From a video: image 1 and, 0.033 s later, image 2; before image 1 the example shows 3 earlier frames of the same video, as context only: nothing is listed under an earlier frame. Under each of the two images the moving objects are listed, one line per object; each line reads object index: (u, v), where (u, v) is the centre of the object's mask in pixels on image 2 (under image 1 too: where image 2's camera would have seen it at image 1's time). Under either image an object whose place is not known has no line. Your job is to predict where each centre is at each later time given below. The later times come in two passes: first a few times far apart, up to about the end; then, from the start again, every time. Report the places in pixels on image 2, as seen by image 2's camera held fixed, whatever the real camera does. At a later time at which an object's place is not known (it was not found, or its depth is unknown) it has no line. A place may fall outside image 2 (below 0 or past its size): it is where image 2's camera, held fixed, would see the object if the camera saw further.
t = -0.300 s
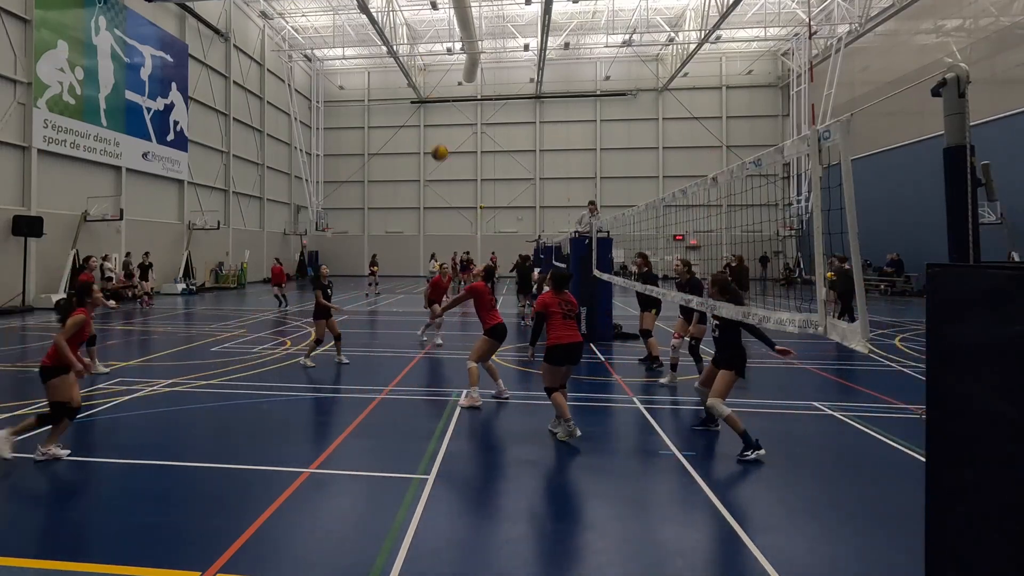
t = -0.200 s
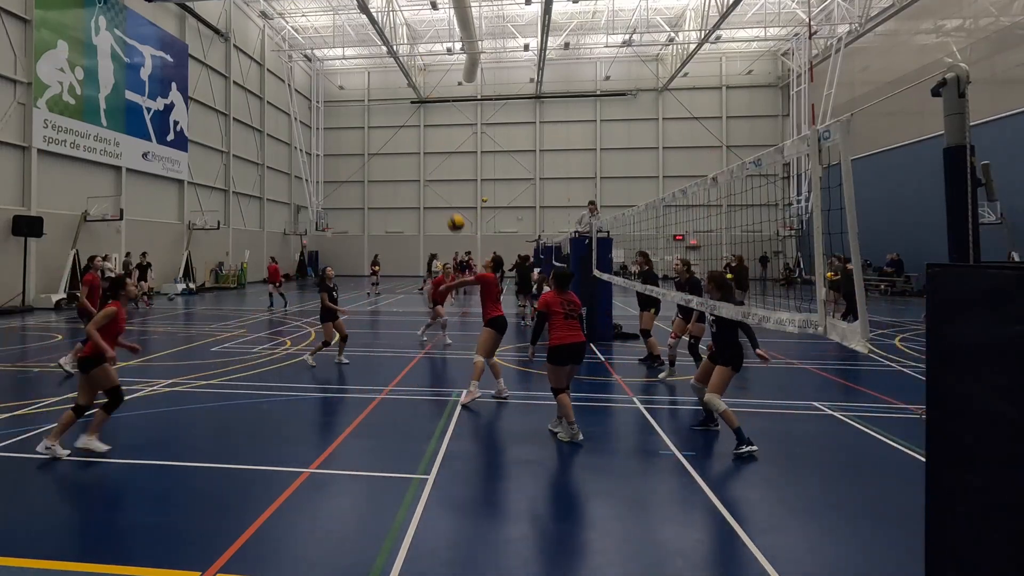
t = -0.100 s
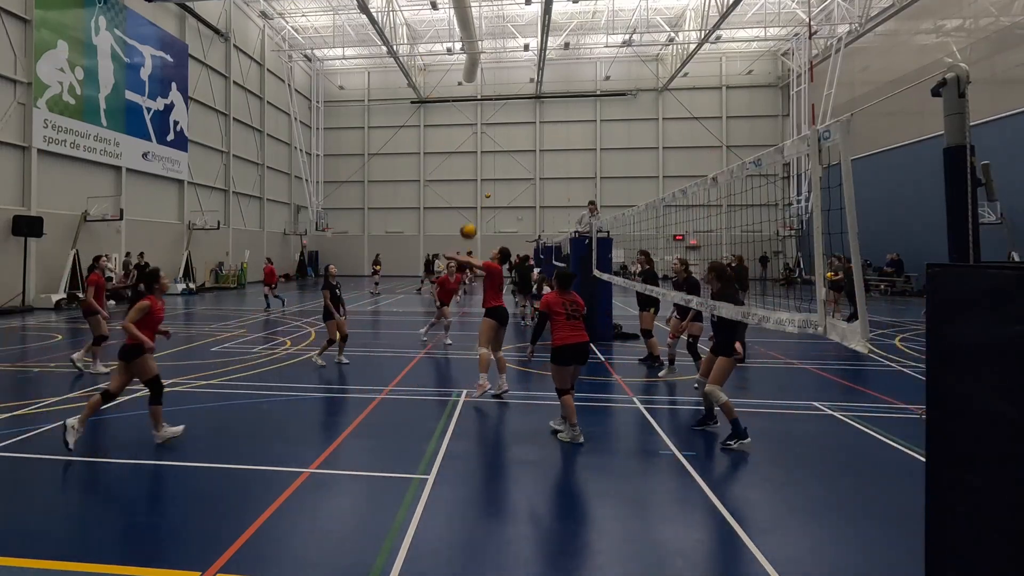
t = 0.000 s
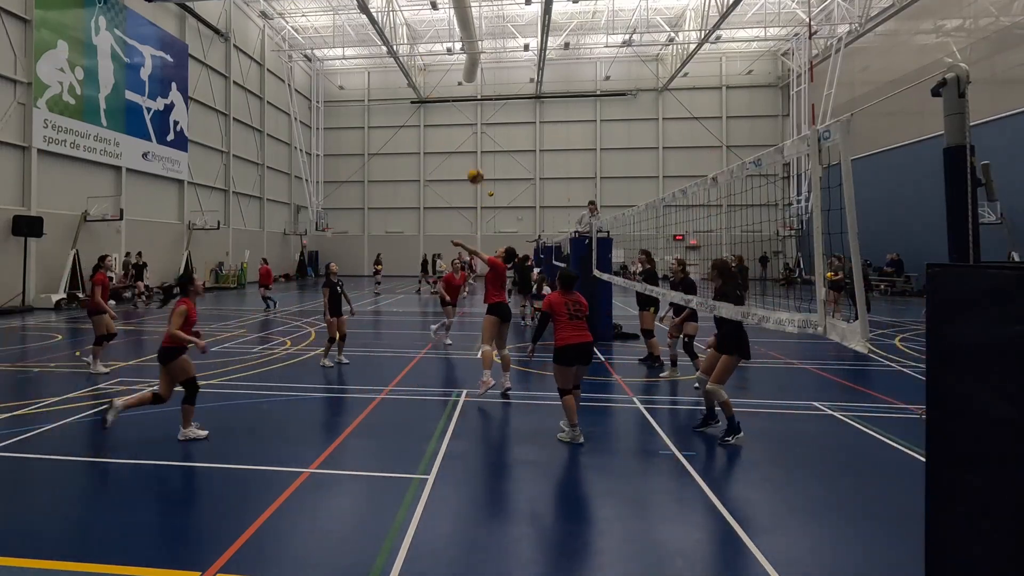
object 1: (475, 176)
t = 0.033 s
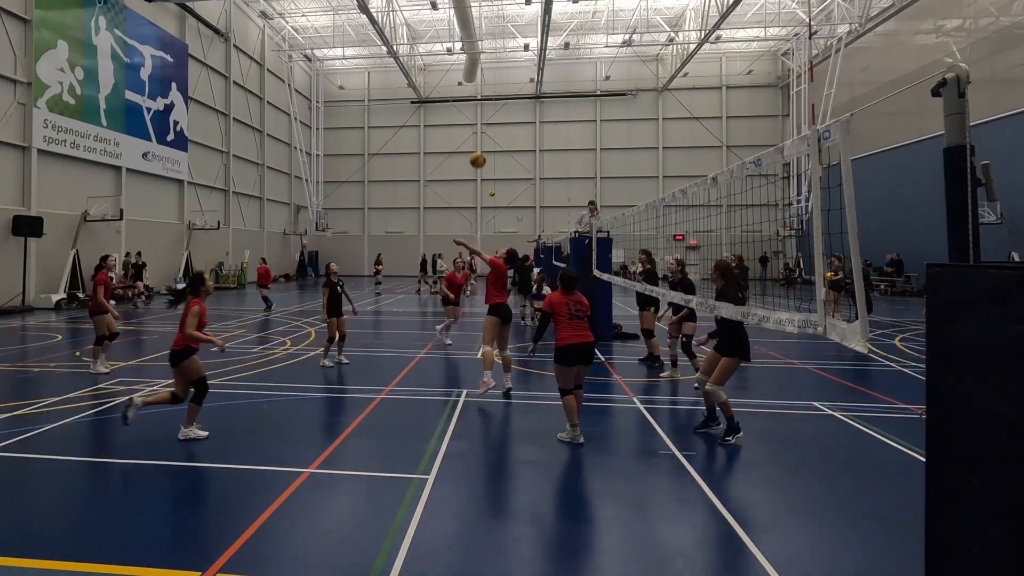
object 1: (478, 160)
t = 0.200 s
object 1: (488, 100)
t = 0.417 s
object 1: (501, 60)
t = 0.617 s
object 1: (511, 53)
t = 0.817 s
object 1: (520, 72)
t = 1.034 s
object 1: (528, 116)
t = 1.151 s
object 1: (532, 148)
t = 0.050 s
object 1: (479, 153)
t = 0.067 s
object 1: (480, 146)
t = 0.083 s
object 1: (481, 139)
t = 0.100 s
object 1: (482, 133)
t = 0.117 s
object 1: (484, 127)
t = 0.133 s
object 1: (485, 120)
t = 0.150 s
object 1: (486, 115)
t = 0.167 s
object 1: (487, 109)
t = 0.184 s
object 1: (488, 105)
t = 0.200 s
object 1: (488, 100)
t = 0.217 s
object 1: (489, 95)
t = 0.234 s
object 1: (491, 91)
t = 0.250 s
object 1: (492, 87)
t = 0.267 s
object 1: (493, 83)
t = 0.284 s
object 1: (494, 80)
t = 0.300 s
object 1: (495, 76)
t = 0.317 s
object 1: (495, 73)
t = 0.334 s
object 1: (496, 70)
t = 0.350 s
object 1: (497, 68)
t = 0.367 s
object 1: (498, 65)
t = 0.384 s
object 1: (499, 63)
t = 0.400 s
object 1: (500, 61)
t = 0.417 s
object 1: (501, 60)
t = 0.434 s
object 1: (502, 58)
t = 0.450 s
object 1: (503, 56)
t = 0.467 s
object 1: (504, 56)
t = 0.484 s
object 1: (505, 54)
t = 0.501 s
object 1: (505, 54)
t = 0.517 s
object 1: (506, 53)
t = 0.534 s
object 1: (507, 53)
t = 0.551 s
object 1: (508, 52)
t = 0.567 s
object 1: (509, 52)
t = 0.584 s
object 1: (509, 52)
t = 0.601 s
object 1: (510, 53)
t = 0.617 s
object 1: (511, 53)
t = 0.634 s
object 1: (512, 54)
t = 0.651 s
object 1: (513, 55)
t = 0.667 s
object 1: (513, 56)
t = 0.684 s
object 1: (514, 57)
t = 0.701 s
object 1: (515, 58)
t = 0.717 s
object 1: (515, 59)
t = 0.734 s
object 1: (516, 61)
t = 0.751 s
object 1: (517, 63)
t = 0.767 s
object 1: (518, 65)
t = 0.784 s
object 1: (518, 67)
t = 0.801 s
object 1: (519, 70)
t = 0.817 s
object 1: (520, 72)
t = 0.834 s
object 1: (521, 75)
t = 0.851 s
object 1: (521, 77)
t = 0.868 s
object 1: (522, 80)
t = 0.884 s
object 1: (523, 83)
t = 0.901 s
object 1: (523, 86)
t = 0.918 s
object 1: (524, 89)
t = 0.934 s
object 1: (524, 93)
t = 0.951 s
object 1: (525, 97)
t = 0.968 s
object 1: (526, 100)
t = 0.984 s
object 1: (526, 104)
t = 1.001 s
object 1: (527, 108)
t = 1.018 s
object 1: (527, 112)
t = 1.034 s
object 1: (528, 116)
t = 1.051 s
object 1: (529, 121)
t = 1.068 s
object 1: (530, 125)
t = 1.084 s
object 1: (530, 129)
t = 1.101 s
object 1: (531, 134)
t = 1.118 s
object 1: (531, 139)
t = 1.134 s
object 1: (532, 143)
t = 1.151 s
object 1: (532, 148)
